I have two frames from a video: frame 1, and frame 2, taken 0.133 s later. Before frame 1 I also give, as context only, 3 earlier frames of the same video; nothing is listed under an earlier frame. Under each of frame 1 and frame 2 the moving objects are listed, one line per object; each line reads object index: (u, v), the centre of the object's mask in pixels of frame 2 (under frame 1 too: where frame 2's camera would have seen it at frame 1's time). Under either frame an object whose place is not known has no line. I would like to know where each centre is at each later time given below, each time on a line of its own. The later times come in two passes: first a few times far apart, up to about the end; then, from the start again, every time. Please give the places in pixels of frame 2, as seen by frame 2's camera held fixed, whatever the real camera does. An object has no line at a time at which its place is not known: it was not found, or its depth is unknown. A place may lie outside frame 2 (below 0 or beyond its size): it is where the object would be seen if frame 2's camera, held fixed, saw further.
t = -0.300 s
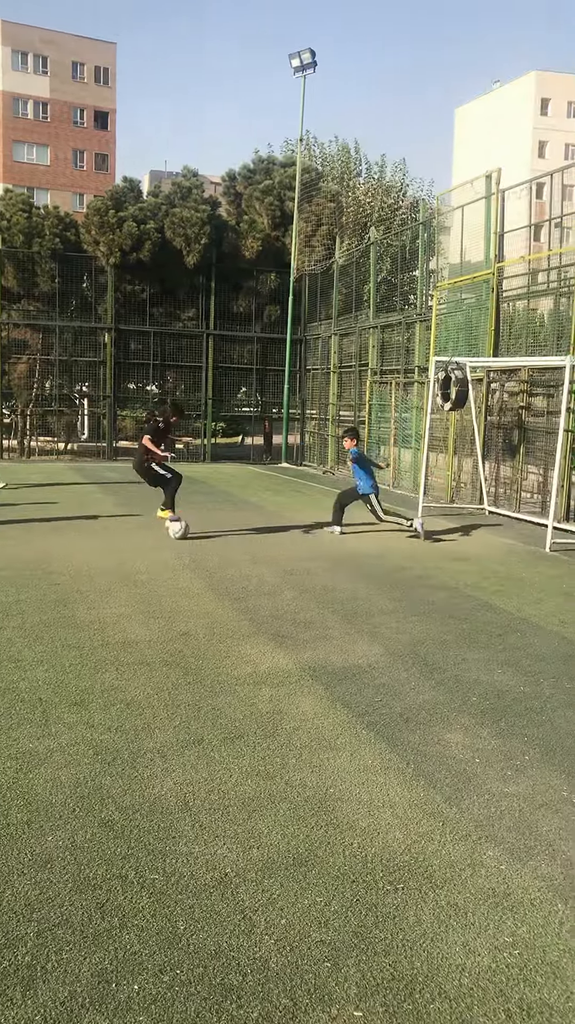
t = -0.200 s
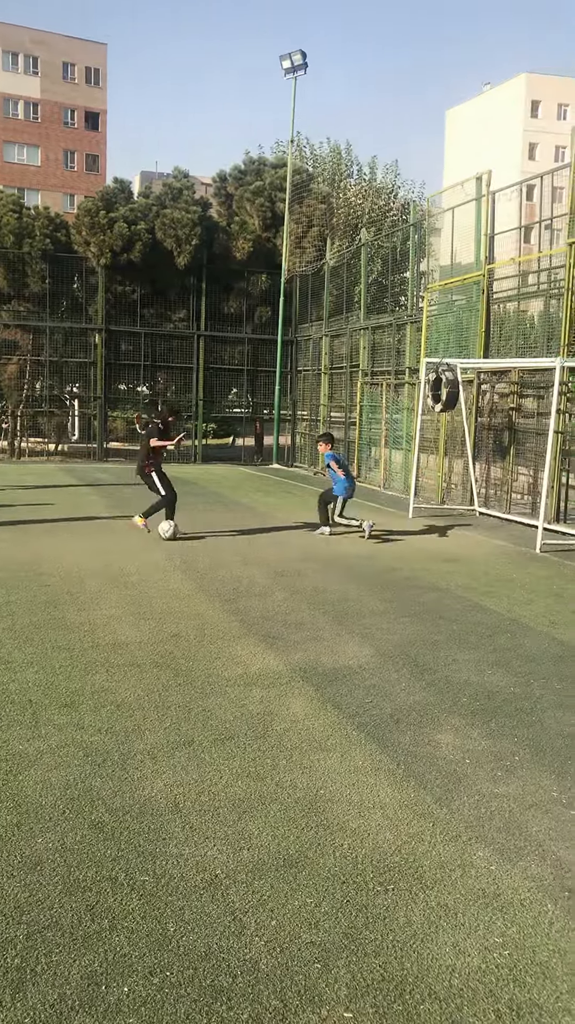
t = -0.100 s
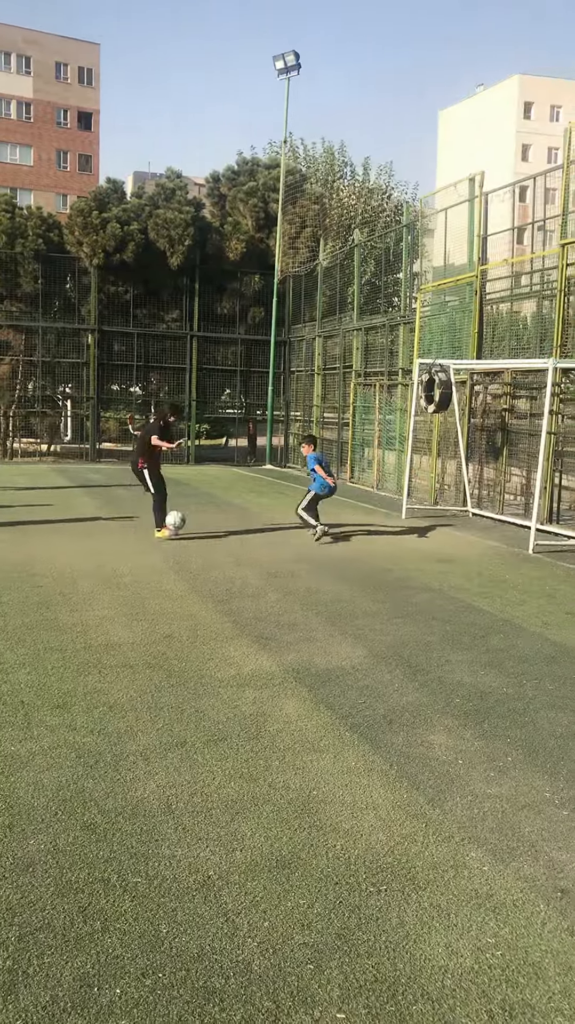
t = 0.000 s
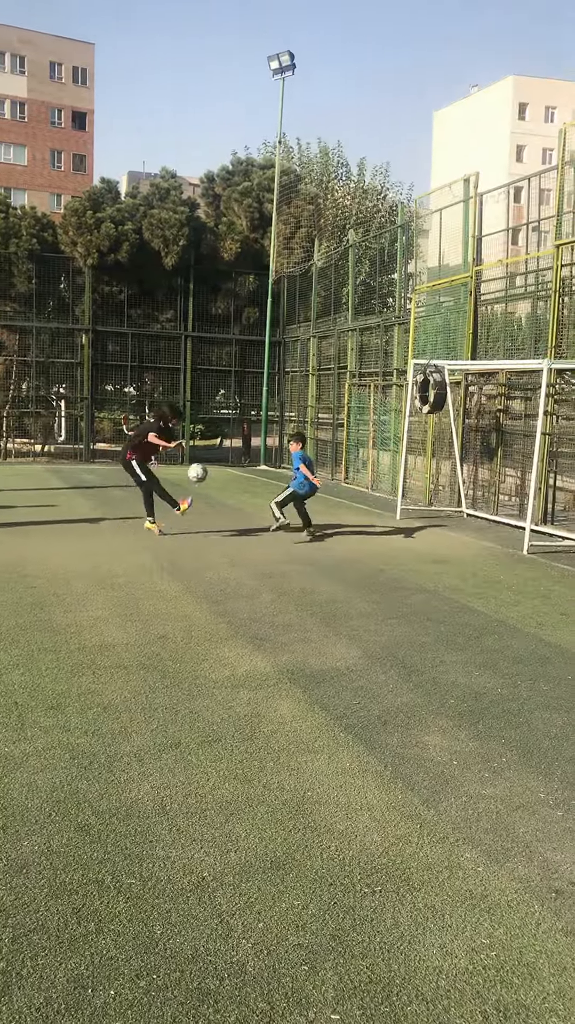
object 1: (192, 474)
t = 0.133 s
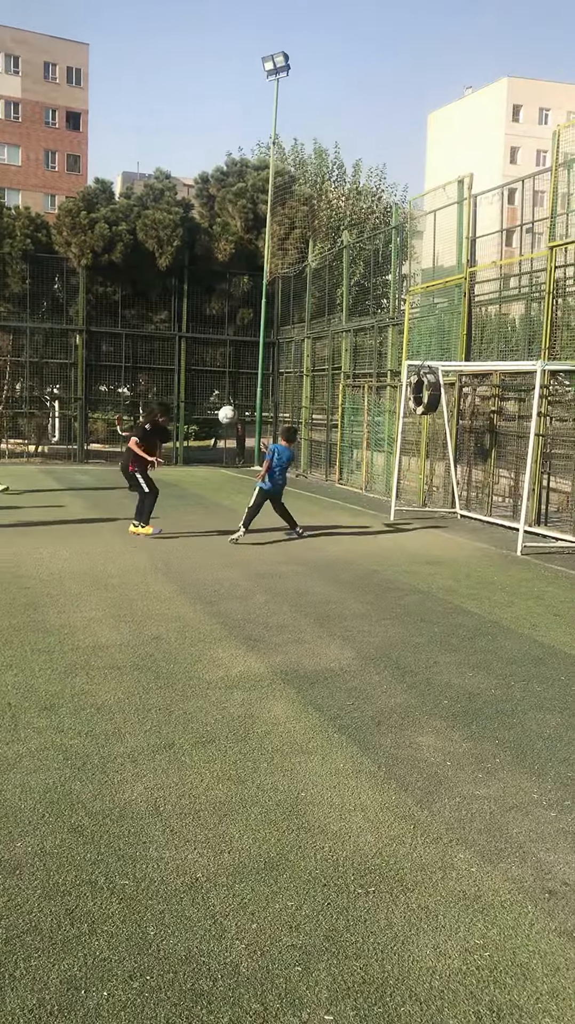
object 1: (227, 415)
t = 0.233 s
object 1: (248, 389)
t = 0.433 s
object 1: (287, 365)
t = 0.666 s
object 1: (331, 381)
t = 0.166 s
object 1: (234, 405)
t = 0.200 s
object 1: (242, 396)
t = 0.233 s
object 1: (248, 389)
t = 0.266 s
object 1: (256, 382)
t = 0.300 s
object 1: (262, 376)
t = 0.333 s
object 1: (268, 373)
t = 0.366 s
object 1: (275, 369)
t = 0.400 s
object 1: (281, 366)
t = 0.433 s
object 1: (287, 365)
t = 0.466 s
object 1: (296, 364)
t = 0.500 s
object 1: (303, 366)
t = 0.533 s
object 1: (308, 366)
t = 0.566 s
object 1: (315, 369)
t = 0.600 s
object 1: (320, 372)
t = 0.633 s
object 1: (325, 376)
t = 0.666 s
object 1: (331, 381)
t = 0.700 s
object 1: (337, 387)
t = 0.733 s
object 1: (342, 392)
